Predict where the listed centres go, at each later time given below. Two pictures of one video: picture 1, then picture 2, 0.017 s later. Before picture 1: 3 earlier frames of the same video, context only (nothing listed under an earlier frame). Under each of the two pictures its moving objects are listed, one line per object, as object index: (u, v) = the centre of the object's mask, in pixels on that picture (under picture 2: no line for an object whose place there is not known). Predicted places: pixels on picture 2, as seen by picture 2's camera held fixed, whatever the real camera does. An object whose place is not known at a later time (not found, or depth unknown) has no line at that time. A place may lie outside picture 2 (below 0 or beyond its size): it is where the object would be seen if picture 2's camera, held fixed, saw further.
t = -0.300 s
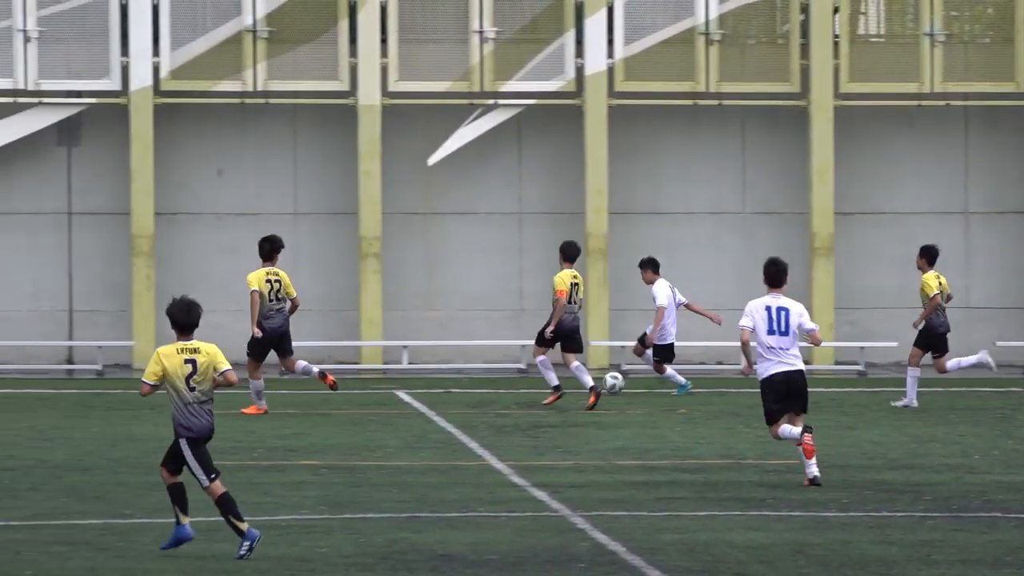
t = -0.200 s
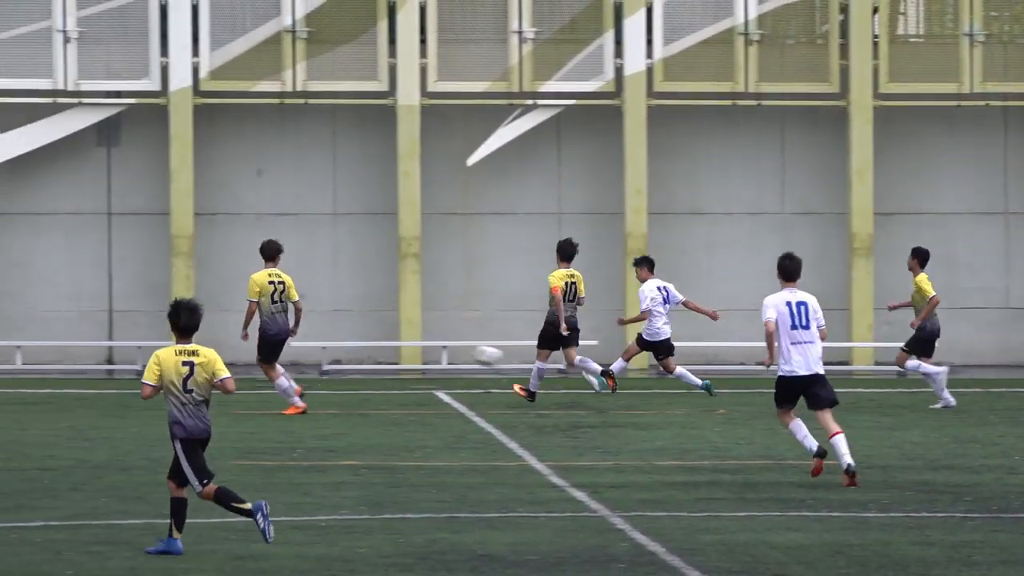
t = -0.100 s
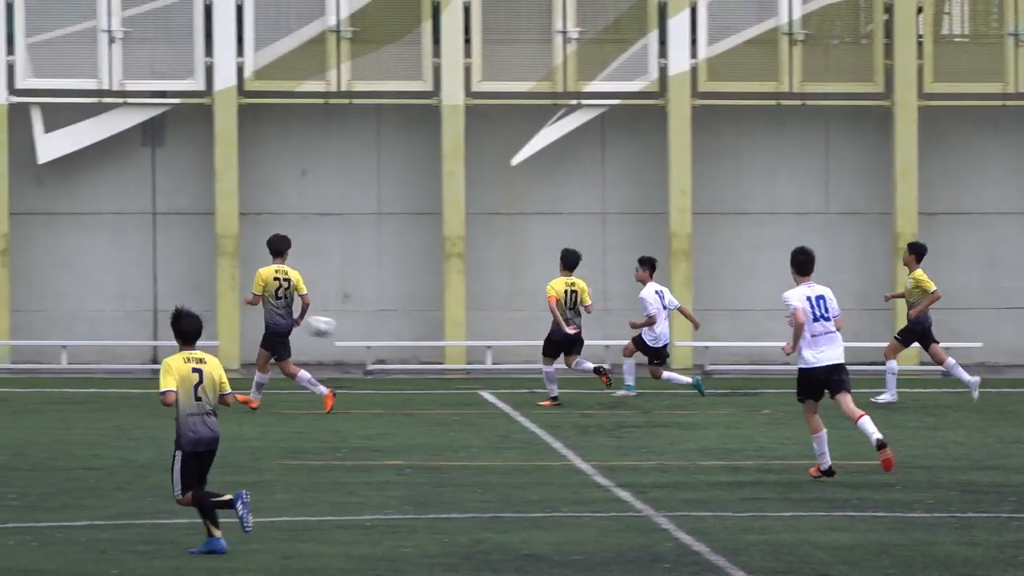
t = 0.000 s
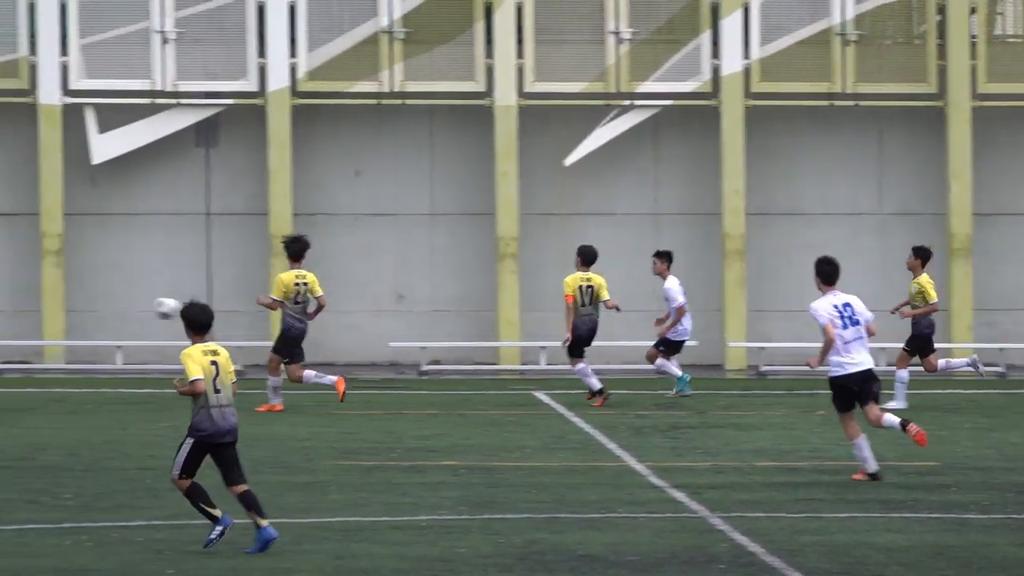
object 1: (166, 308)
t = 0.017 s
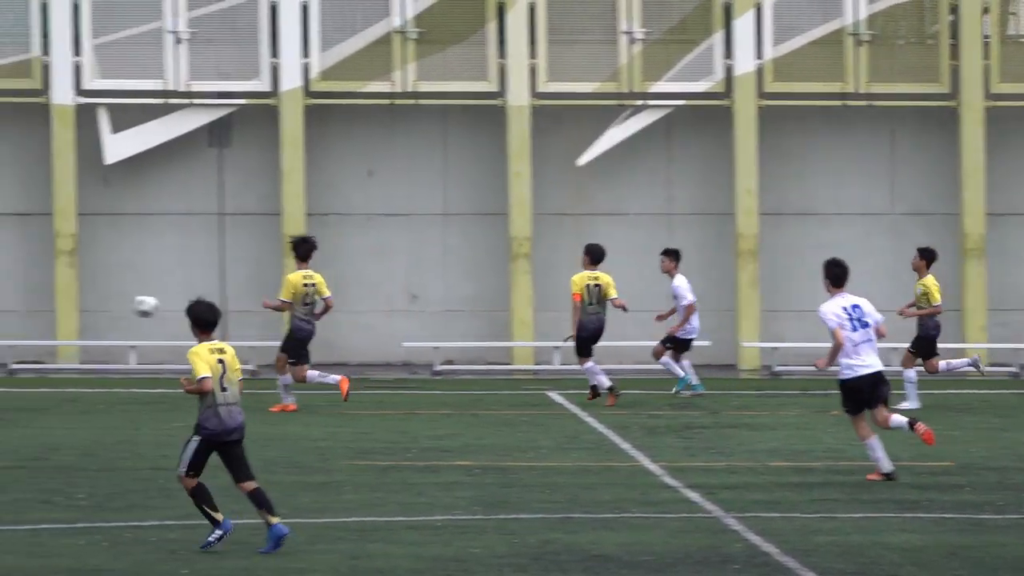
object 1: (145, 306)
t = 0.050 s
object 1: (75, 304)
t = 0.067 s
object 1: (39, 303)
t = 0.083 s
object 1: (4, 303)
